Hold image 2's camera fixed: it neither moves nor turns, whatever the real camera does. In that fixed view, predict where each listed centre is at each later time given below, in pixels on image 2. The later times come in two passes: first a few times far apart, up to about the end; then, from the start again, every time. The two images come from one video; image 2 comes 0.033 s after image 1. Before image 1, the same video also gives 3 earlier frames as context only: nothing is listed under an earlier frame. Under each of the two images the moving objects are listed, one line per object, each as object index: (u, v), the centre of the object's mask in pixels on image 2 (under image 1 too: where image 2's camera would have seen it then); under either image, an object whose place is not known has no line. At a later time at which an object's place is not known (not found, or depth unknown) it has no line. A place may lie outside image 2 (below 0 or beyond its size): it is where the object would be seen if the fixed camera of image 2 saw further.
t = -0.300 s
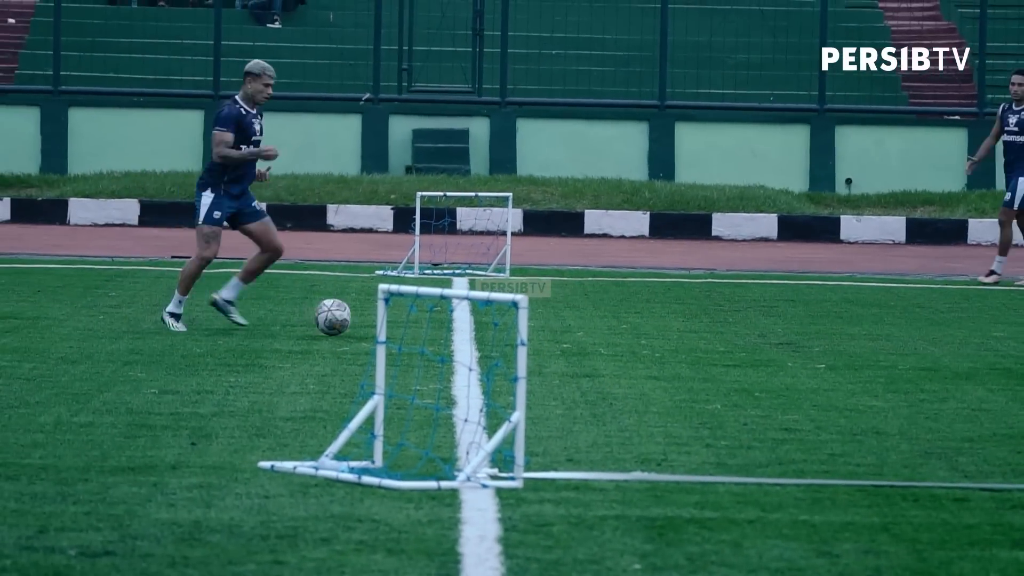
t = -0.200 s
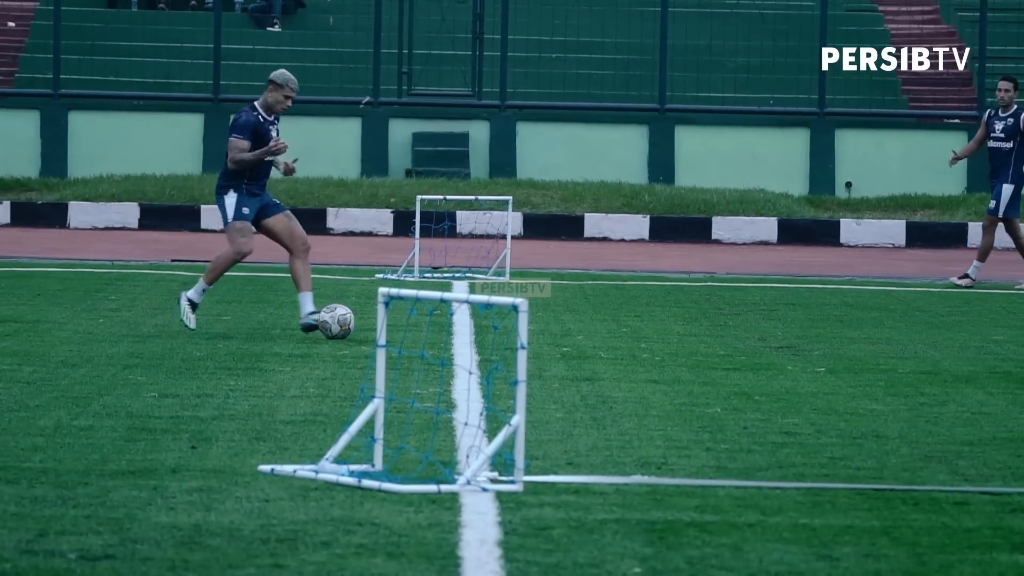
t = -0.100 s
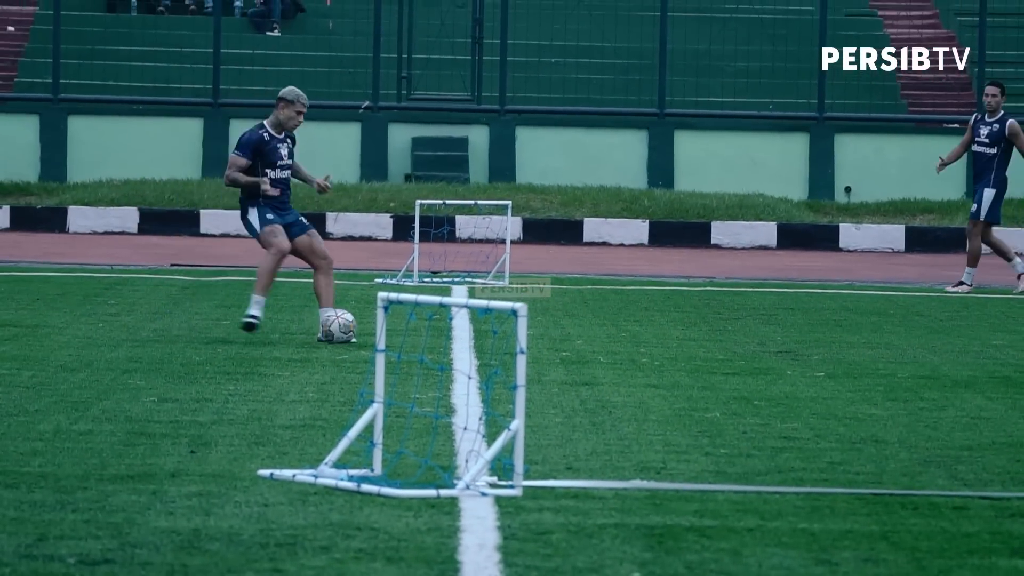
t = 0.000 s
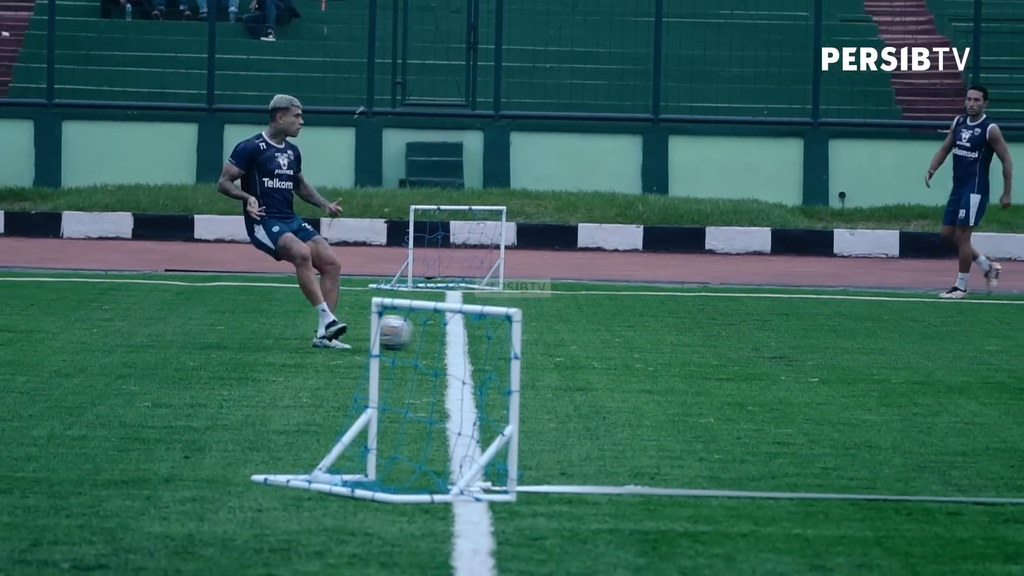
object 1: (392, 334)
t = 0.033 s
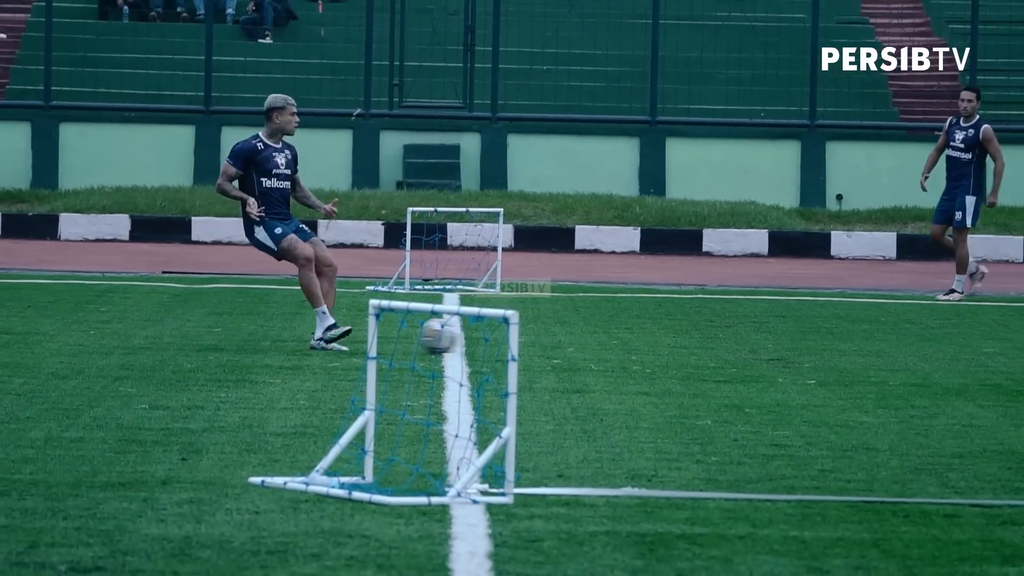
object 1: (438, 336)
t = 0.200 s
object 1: (660, 338)
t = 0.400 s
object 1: (878, 336)
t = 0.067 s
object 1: (485, 335)
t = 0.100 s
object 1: (533, 334)
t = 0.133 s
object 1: (574, 335)
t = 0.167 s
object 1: (619, 338)
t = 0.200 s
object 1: (660, 338)
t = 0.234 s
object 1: (698, 337)
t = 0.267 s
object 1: (737, 338)
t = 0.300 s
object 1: (776, 339)
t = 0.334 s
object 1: (814, 342)
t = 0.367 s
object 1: (847, 339)
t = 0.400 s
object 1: (878, 336)
